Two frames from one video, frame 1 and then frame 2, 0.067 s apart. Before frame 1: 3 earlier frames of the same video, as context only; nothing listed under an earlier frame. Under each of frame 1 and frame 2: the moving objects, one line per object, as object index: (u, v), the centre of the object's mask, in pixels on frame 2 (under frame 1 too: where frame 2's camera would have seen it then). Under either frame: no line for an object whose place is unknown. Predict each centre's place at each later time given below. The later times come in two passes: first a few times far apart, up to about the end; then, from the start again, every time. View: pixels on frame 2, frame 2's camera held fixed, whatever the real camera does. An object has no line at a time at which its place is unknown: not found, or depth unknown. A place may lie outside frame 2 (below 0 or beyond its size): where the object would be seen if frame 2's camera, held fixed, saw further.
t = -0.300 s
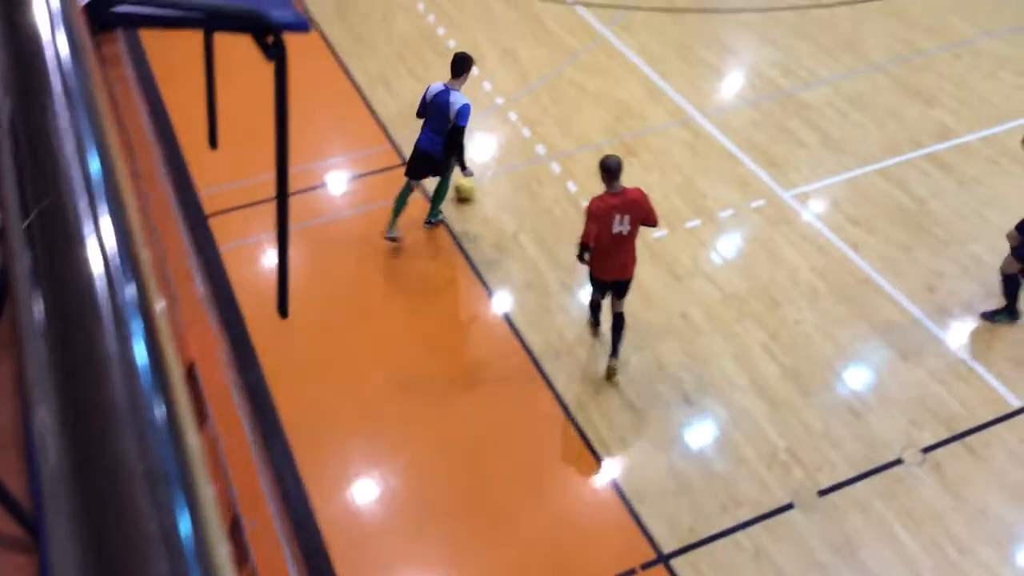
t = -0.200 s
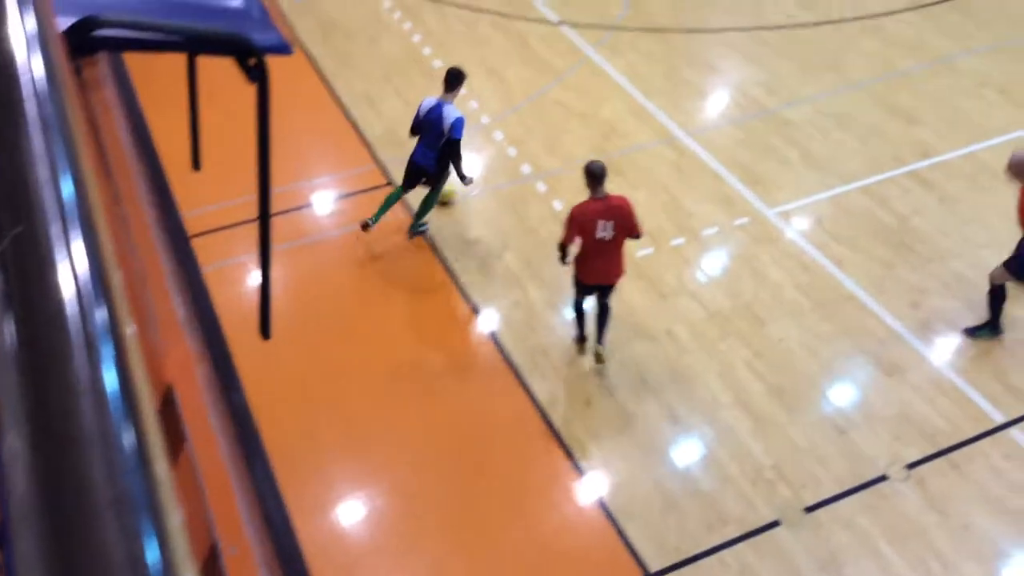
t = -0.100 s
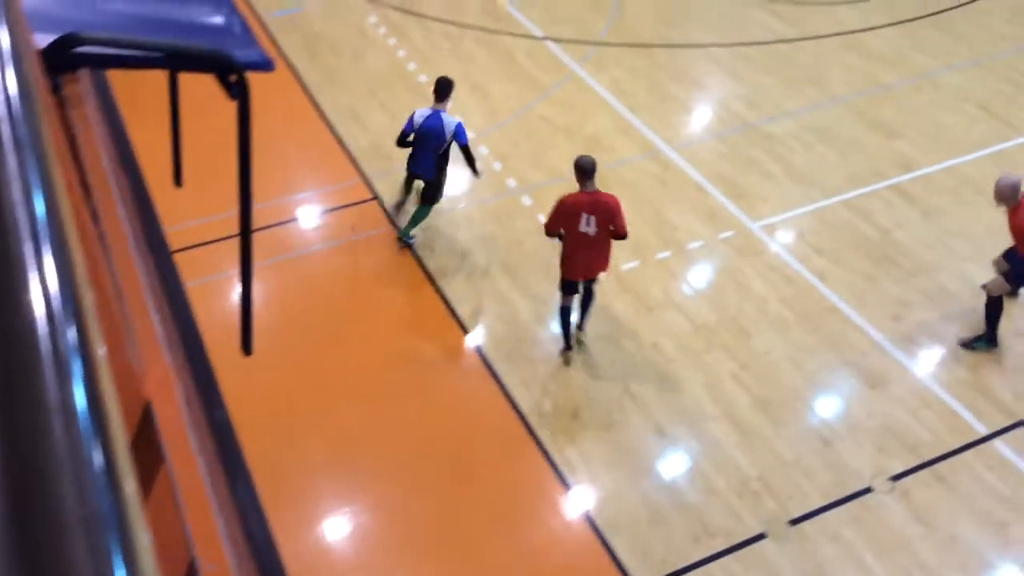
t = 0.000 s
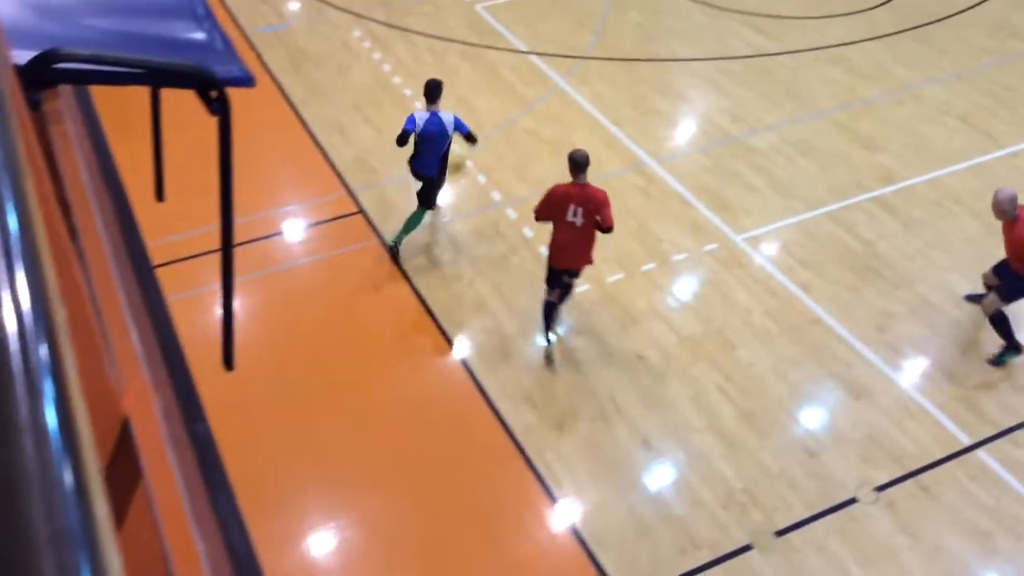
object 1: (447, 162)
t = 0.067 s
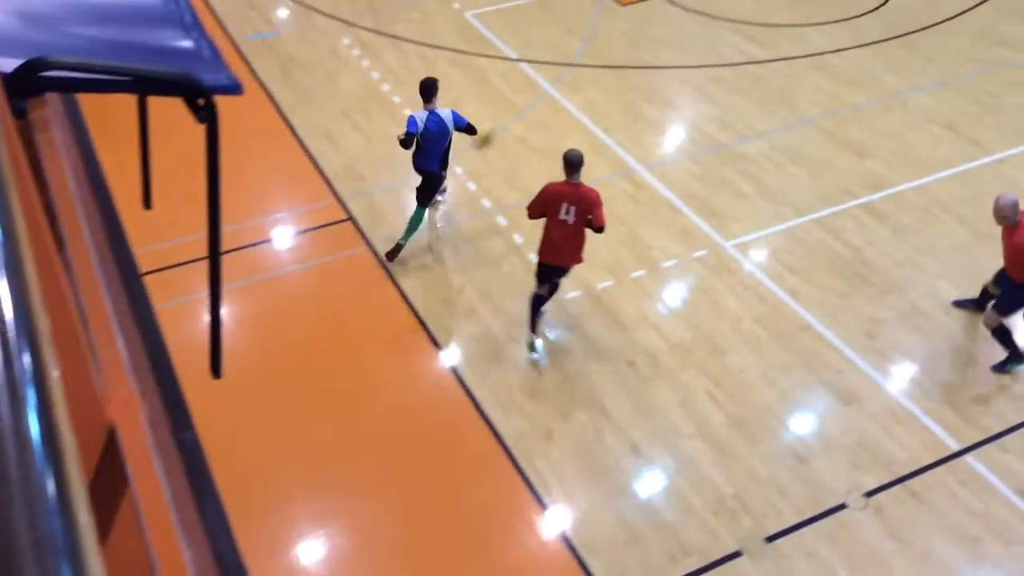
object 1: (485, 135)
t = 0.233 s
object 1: (559, 67)
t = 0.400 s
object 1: (615, 17)
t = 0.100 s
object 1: (501, 114)
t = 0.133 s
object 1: (517, 108)
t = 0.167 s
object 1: (533, 90)
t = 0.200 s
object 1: (547, 76)
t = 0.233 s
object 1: (559, 67)
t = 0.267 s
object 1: (572, 54)
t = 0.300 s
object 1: (583, 45)
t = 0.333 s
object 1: (596, 35)
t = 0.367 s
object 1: (606, 26)
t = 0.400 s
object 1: (615, 17)
